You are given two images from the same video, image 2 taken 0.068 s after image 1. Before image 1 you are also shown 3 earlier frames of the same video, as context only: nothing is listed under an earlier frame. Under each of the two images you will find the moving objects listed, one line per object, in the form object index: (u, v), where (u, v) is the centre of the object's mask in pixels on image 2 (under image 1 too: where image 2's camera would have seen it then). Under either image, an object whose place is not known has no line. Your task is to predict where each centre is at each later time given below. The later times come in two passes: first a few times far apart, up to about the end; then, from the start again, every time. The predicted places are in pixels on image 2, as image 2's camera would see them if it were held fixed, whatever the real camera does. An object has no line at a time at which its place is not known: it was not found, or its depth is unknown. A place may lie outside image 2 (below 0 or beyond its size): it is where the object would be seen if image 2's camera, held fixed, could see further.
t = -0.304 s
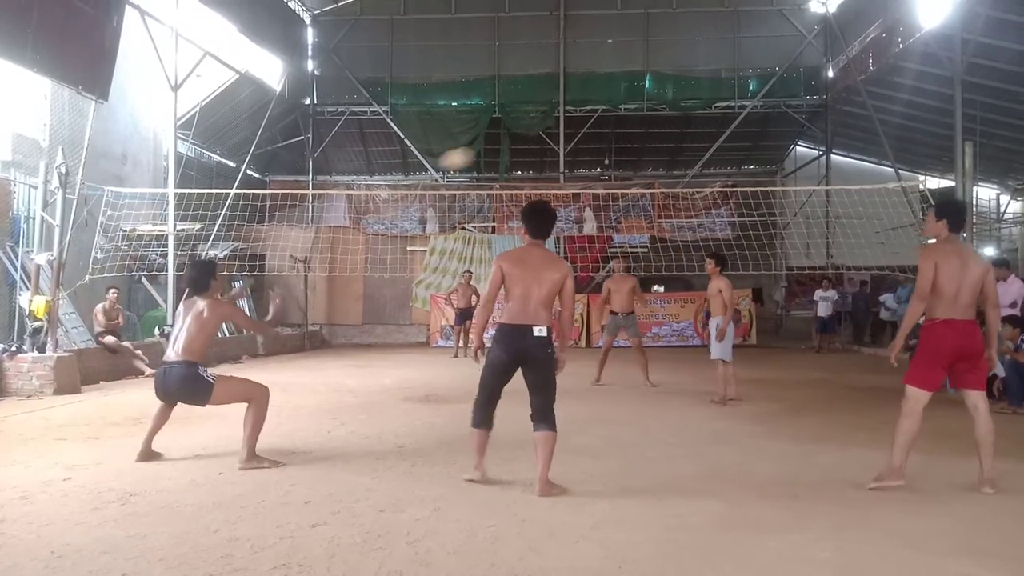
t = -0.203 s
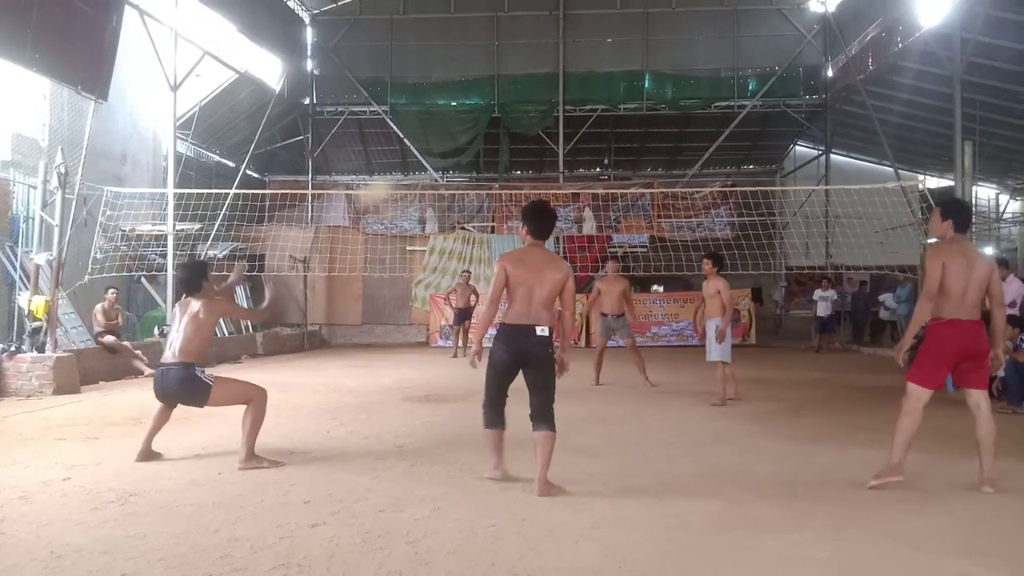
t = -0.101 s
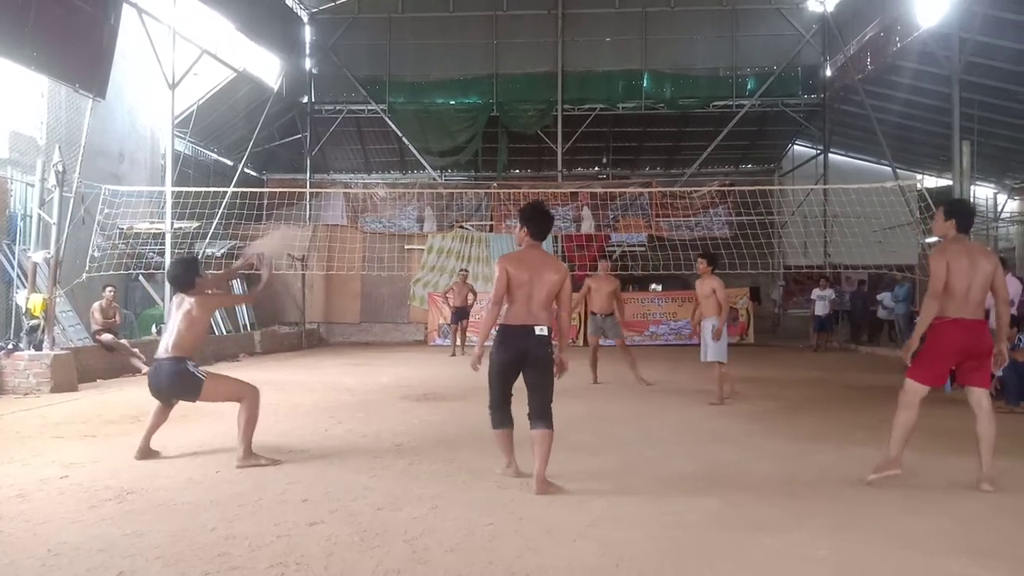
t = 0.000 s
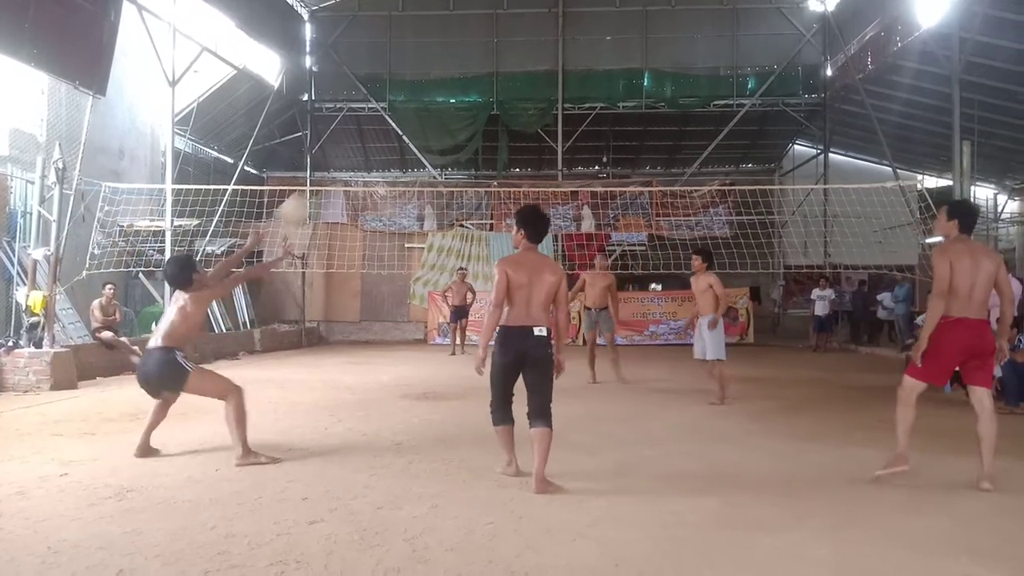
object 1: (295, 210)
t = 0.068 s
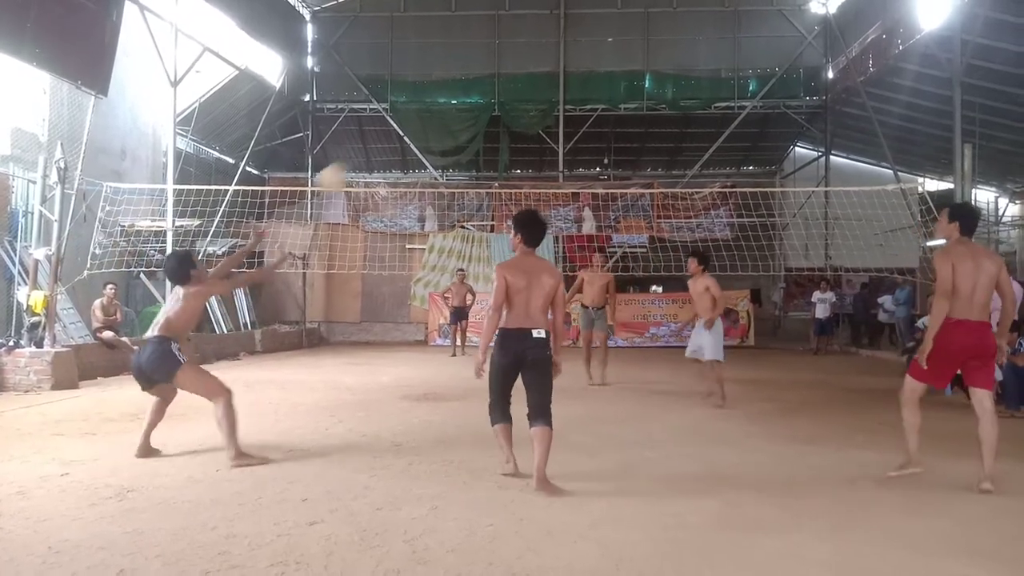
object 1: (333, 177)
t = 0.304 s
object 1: (442, 121)
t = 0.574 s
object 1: (540, 135)
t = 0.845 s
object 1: (621, 216)
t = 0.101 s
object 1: (349, 165)
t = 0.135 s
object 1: (366, 155)
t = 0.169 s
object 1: (382, 145)
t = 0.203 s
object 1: (398, 137)
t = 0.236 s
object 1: (413, 130)
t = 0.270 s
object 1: (427, 125)
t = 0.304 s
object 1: (442, 121)
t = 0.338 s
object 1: (455, 118)
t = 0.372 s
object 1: (468, 117)
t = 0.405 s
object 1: (481, 117)
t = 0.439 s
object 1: (493, 118)
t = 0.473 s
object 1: (506, 121)
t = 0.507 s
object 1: (518, 124)
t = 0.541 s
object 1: (529, 129)
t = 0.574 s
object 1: (540, 135)
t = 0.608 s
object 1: (552, 141)
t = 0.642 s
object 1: (563, 150)
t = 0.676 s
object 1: (573, 158)
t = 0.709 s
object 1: (583, 168)
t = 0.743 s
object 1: (593, 178)
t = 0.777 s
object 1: (602, 190)
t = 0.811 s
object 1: (612, 203)
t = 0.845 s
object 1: (621, 216)
